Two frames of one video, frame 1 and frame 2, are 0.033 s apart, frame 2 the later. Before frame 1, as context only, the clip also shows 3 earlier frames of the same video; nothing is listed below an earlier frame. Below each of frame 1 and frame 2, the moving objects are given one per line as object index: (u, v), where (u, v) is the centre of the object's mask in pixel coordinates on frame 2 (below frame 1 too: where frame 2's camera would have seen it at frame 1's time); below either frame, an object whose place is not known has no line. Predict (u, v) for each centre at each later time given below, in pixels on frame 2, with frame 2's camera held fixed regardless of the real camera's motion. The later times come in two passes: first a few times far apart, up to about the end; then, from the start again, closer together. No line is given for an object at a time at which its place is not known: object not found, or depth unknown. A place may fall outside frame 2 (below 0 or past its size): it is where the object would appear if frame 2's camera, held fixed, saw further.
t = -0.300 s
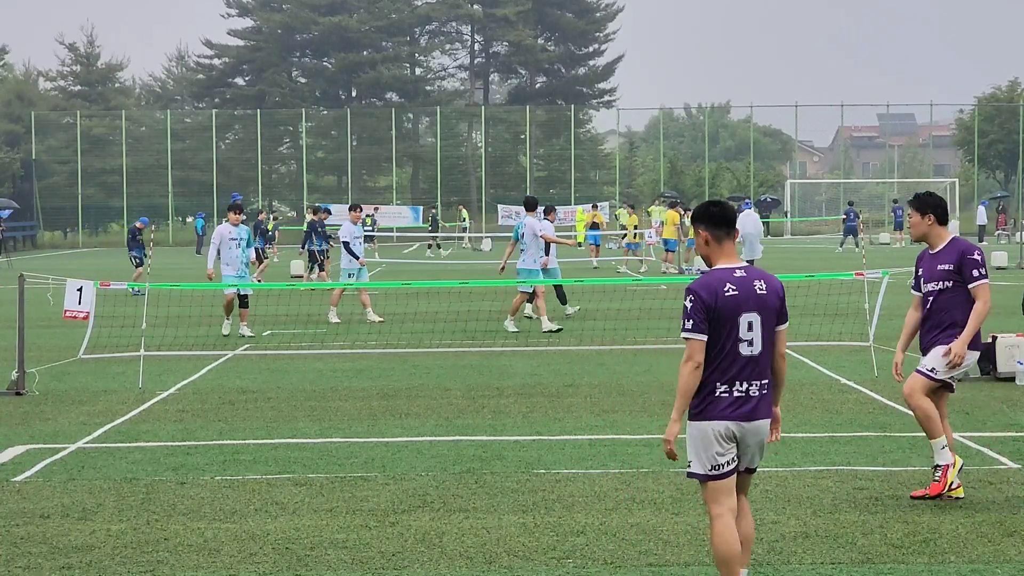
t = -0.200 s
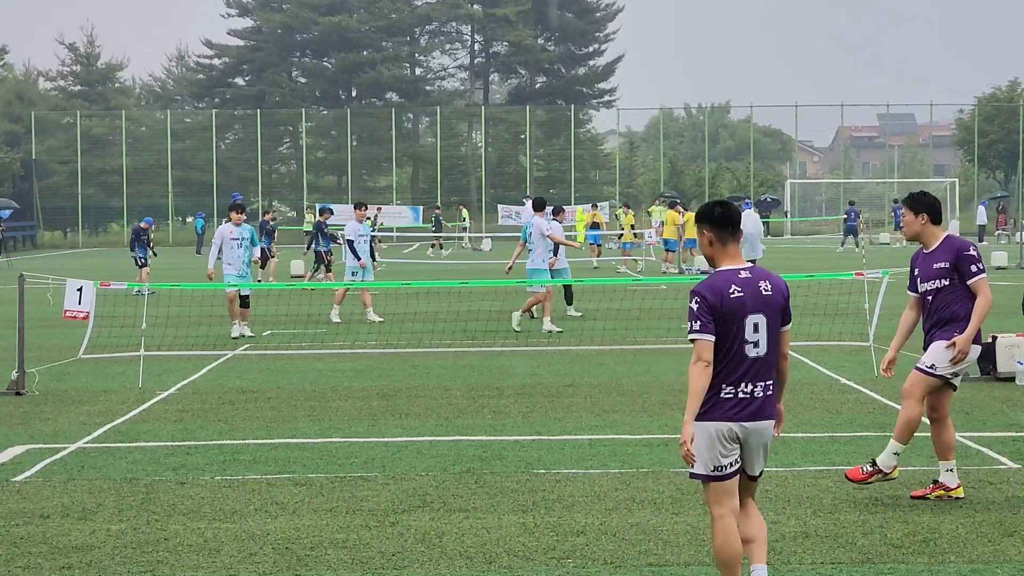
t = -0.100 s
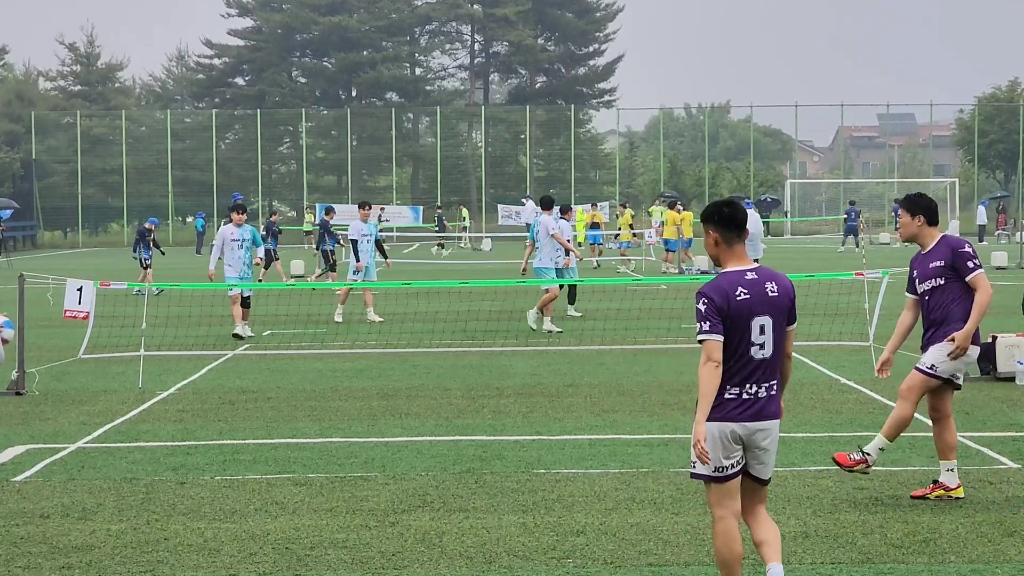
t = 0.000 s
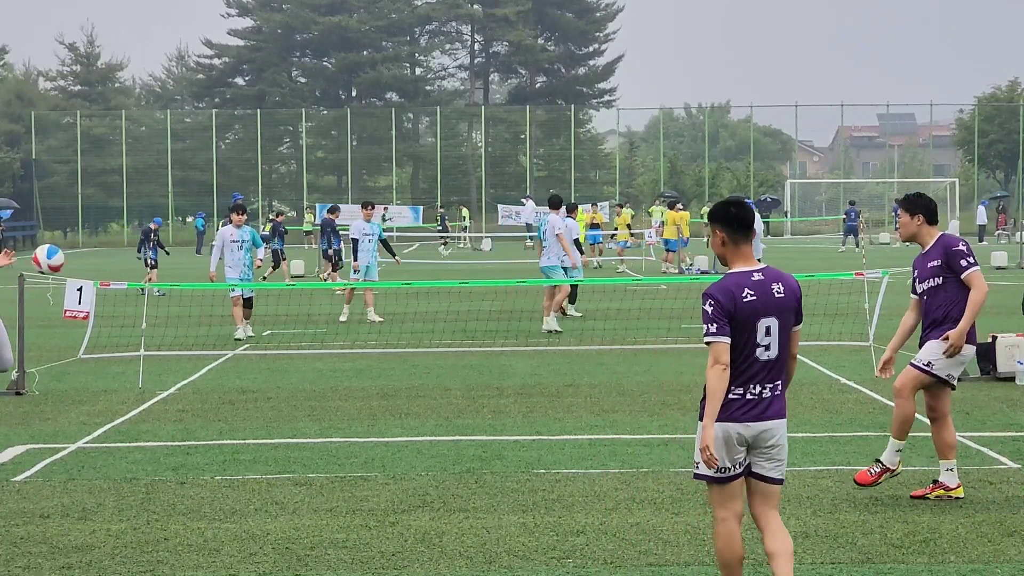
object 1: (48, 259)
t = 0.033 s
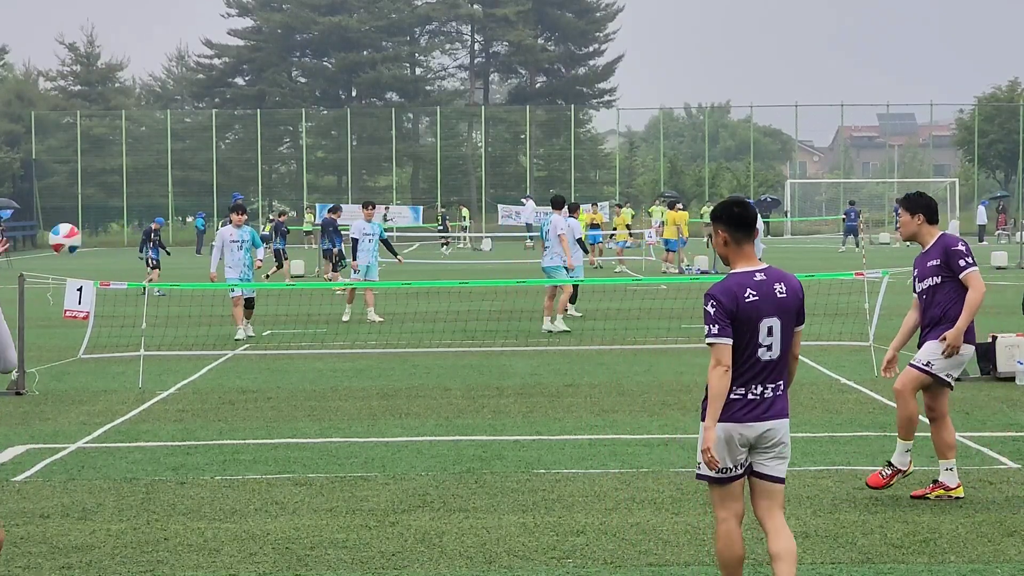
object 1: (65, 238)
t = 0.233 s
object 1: (165, 147)
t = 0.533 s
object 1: (317, 121)
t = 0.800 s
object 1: (458, 212)
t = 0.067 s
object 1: (81, 219)
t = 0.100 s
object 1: (98, 202)
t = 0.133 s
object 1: (114, 186)
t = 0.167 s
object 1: (131, 171)
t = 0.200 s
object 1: (148, 159)
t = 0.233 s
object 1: (165, 147)
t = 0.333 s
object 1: (215, 124)
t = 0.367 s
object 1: (232, 118)
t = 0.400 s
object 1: (249, 116)
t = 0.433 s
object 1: (266, 114)
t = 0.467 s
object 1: (283, 115)
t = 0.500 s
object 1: (300, 117)
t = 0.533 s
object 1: (317, 121)
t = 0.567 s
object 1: (335, 127)
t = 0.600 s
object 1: (352, 134)
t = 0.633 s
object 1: (369, 143)
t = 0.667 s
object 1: (387, 154)
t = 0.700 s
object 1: (405, 166)
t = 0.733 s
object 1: (423, 181)
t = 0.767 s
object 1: (440, 196)
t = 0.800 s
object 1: (458, 212)
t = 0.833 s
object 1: (476, 234)
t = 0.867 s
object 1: (493, 254)
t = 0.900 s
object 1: (512, 279)
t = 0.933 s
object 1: (530, 303)
